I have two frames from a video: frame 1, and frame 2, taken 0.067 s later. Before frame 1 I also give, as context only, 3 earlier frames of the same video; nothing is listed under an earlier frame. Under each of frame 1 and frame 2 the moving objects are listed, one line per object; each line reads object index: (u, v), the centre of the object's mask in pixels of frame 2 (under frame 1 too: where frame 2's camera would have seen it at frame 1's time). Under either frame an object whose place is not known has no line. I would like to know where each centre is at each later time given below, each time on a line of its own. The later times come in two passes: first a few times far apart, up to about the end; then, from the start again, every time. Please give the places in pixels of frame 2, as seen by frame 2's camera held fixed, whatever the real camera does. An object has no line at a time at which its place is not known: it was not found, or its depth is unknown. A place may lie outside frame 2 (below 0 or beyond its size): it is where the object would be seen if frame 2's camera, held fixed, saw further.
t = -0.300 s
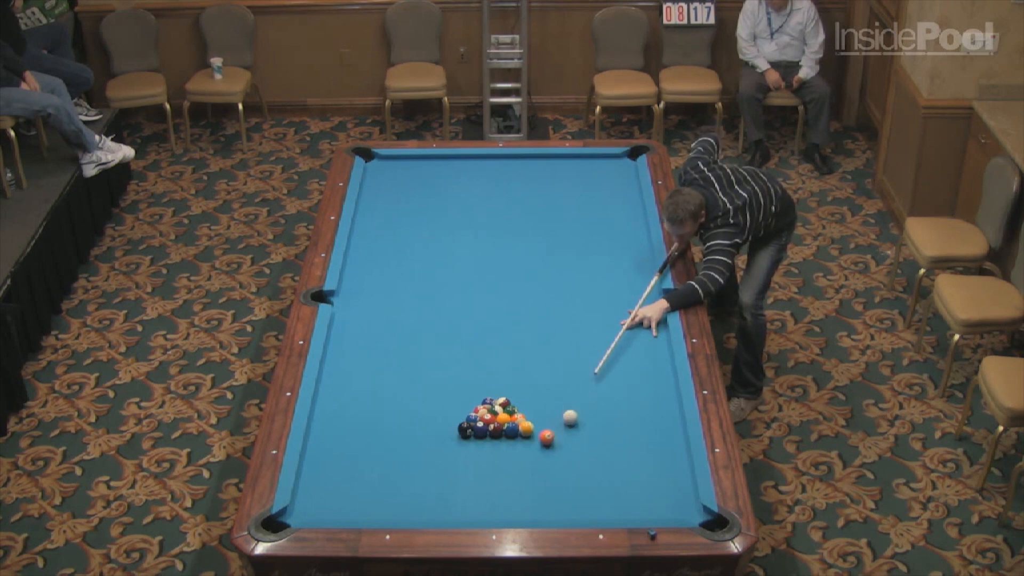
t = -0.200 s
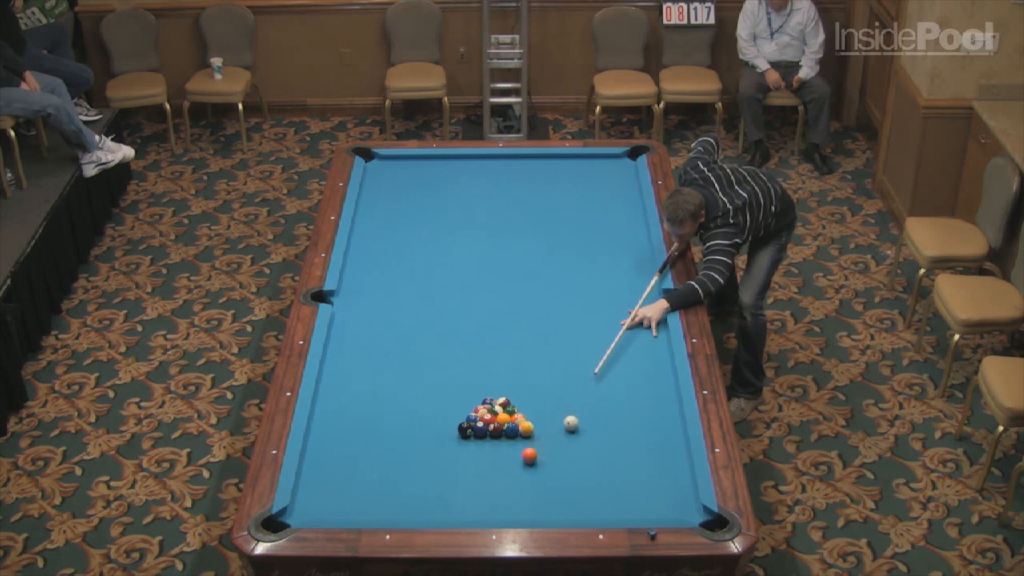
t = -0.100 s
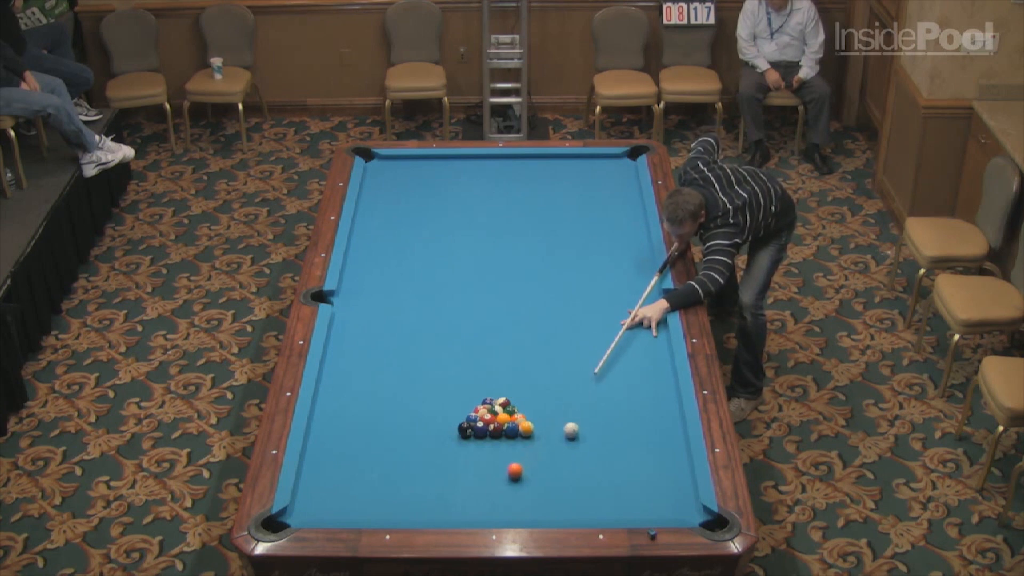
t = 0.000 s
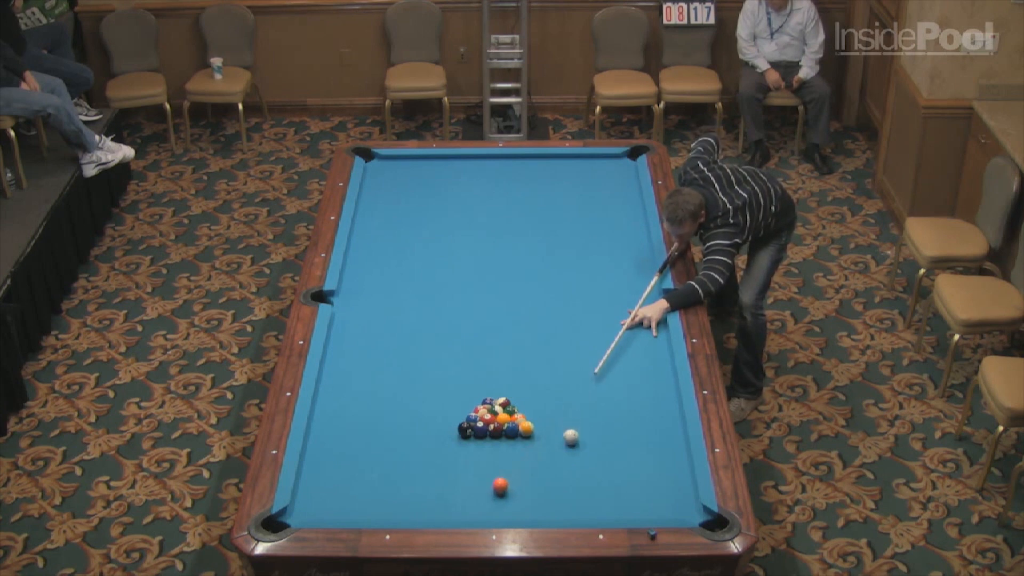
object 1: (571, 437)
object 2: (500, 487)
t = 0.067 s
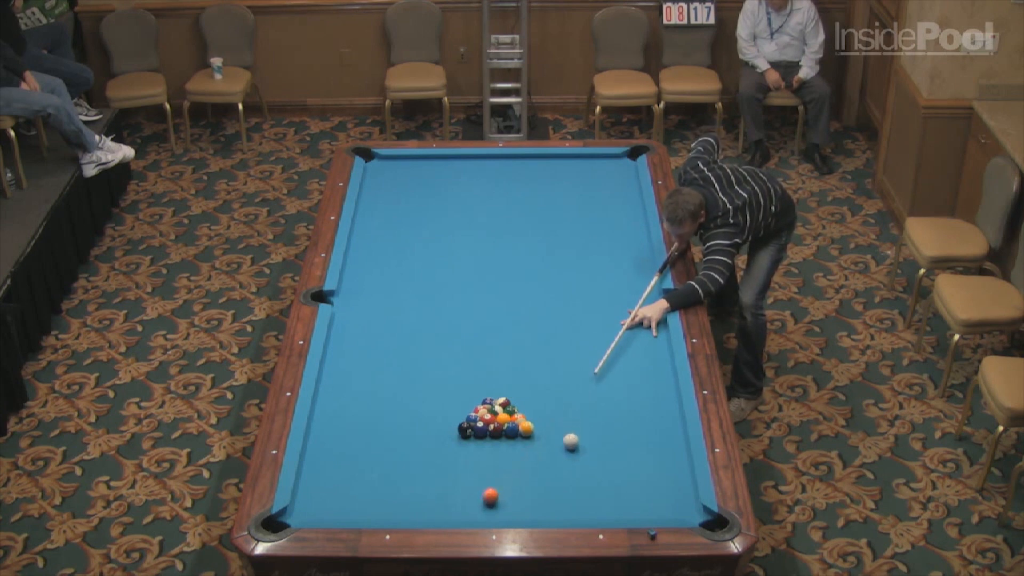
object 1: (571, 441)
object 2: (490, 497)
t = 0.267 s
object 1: (571, 455)
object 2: (465, 510)
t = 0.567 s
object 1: (571, 474)
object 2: (441, 486)
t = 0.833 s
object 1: (571, 491)
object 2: (421, 465)
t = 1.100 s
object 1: (571, 507)
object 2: (403, 447)
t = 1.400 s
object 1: (571, 511)
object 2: (384, 428)
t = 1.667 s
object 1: (571, 503)
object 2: (369, 413)
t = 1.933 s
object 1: (571, 496)
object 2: (355, 399)
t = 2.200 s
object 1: (571, 490)
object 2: (342, 386)
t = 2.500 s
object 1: (570, 485)
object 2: (329, 372)
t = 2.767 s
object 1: (571, 481)
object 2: (331, 363)
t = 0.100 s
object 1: (571, 444)
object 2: (486, 502)
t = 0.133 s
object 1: (571, 446)
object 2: (480, 508)
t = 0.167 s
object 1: (571, 448)
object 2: (475, 511)
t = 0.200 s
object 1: (571, 450)
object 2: (470, 514)
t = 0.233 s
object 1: (571, 453)
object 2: (467, 512)
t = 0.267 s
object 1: (571, 455)
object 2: (465, 510)
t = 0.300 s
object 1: (571, 457)
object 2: (462, 508)
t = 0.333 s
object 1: (571, 459)
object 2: (459, 505)
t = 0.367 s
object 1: (570, 461)
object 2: (456, 502)
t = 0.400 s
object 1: (571, 463)
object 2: (454, 499)
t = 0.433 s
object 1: (571, 465)
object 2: (451, 497)
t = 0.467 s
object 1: (571, 468)
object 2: (449, 494)
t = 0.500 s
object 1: (571, 470)
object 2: (446, 491)
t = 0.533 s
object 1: (571, 472)
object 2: (443, 489)
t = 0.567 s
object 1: (571, 474)
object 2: (441, 486)
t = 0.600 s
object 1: (571, 477)
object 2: (438, 483)
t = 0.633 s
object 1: (571, 478)
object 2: (436, 481)
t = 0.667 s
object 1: (571, 481)
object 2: (434, 478)
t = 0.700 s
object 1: (571, 483)
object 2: (431, 476)
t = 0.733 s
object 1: (571, 485)
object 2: (429, 473)
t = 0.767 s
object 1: (571, 487)
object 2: (426, 470)
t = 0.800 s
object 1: (571, 489)
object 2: (424, 468)
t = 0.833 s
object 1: (571, 491)
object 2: (421, 465)
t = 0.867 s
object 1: (571, 493)
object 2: (419, 463)
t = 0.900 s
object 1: (571, 495)
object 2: (417, 461)
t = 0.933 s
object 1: (571, 497)
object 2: (414, 458)
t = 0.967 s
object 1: (571, 499)
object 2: (412, 456)
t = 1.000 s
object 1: (571, 501)
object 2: (410, 454)
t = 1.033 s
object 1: (571, 503)
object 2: (407, 451)
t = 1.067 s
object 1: (571, 505)
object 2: (405, 449)
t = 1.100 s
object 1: (571, 507)
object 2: (403, 447)
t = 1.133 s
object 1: (571, 509)
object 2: (401, 444)
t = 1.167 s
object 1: (571, 510)
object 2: (399, 443)
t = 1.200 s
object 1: (571, 511)
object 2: (397, 440)
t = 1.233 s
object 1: (571, 513)
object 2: (395, 438)
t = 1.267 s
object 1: (571, 513)
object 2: (393, 436)
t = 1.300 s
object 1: (571, 512)
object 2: (390, 434)
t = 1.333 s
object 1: (571, 511)
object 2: (389, 432)
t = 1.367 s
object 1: (571, 511)
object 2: (386, 430)
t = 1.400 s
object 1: (571, 511)
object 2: (384, 428)
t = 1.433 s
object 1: (571, 510)
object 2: (382, 426)
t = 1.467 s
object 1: (571, 509)
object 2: (381, 424)
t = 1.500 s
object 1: (571, 508)
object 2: (378, 422)
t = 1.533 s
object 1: (571, 508)
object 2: (377, 420)
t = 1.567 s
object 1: (571, 507)
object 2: (375, 418)
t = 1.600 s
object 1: (571, 506)
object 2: (373, 416)
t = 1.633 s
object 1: (571, 504)
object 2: (371, 415)
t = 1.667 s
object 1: (571, 503)
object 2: (369, 413)
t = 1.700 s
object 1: (571, 502)
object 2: (367, 411)
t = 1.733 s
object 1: (571, 501)
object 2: (365, 409)
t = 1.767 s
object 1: (571, 500)
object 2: (364, 407)
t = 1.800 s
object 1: (571, 499)
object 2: (362, 406)
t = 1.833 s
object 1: (571, 499)
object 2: (360, 404)
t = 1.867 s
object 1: (571, 498)
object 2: (358, 402)
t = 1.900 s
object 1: (571, 497)
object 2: (357, 400)
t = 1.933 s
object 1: (571, 496)
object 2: (355, 399)
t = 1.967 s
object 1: (571, 495)
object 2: (353, 397)
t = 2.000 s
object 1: (571, 495)
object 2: (352, 395)
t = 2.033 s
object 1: (571, 494)
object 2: (350, 394)
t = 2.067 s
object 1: (571, 493)
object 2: (348, 392)
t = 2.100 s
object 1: (571, 492)
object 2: (347, 391)
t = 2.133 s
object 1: (571, 492)
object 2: (345, 389)
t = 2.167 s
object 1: (571, 491)
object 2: (344, 387)
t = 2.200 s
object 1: (571, 490)
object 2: (342, 386)
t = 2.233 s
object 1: (571, 489)
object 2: (341, 384)
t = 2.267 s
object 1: (571, 489)
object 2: (339, 383)
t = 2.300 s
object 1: (570, 488)
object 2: (337, 381)
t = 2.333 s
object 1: (570, 487)
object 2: (336, 380)
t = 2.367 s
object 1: (570, 487)
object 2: (335, 378)
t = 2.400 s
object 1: (570, 486)
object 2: (333, 377)
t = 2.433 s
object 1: (570, 486)
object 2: (332, 375)
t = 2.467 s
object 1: (570, 485)
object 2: (331, 374)
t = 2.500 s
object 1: (570, 485)
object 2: (329, 372)
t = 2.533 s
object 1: (570, 484)
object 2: (328, 371)
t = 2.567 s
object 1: (570, 484)
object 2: (326, 370)
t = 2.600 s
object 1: (570, 483)
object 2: (325, 369)
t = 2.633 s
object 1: (570, 483)
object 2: (326, 367)
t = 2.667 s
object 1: (570, 482)
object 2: (327, 366)
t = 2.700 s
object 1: (570, 482)
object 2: (328, 365)
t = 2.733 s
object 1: (571, 482)
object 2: (329, 364)
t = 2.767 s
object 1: (571, 481)
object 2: (331, 363)
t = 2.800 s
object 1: (570, 481)
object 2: (332, 362)
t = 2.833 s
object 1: (571, 481)
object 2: (333, 361)
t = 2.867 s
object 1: (571, 480)
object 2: (333, 360)
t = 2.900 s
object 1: (571, 480)
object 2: (335, 359)
